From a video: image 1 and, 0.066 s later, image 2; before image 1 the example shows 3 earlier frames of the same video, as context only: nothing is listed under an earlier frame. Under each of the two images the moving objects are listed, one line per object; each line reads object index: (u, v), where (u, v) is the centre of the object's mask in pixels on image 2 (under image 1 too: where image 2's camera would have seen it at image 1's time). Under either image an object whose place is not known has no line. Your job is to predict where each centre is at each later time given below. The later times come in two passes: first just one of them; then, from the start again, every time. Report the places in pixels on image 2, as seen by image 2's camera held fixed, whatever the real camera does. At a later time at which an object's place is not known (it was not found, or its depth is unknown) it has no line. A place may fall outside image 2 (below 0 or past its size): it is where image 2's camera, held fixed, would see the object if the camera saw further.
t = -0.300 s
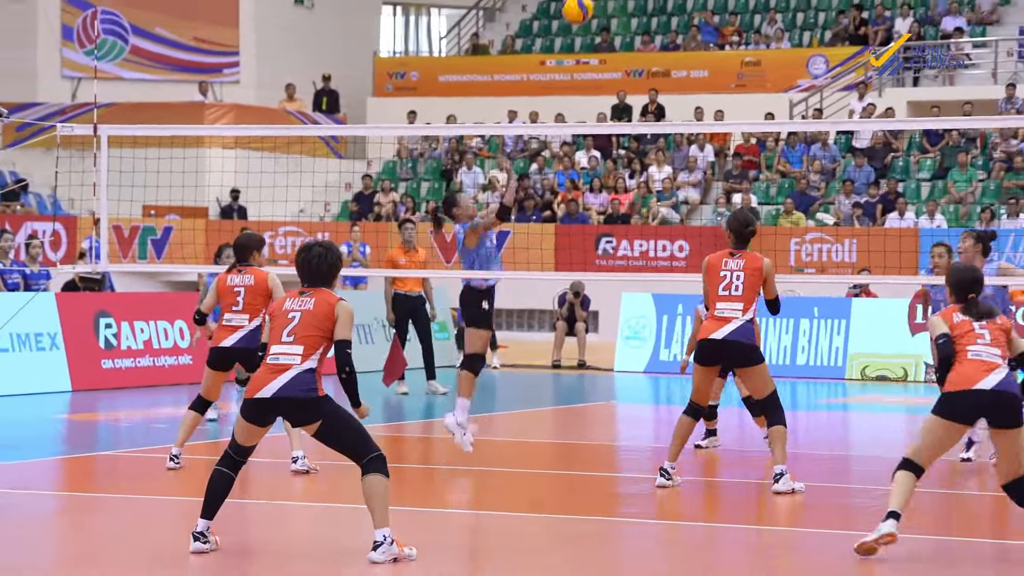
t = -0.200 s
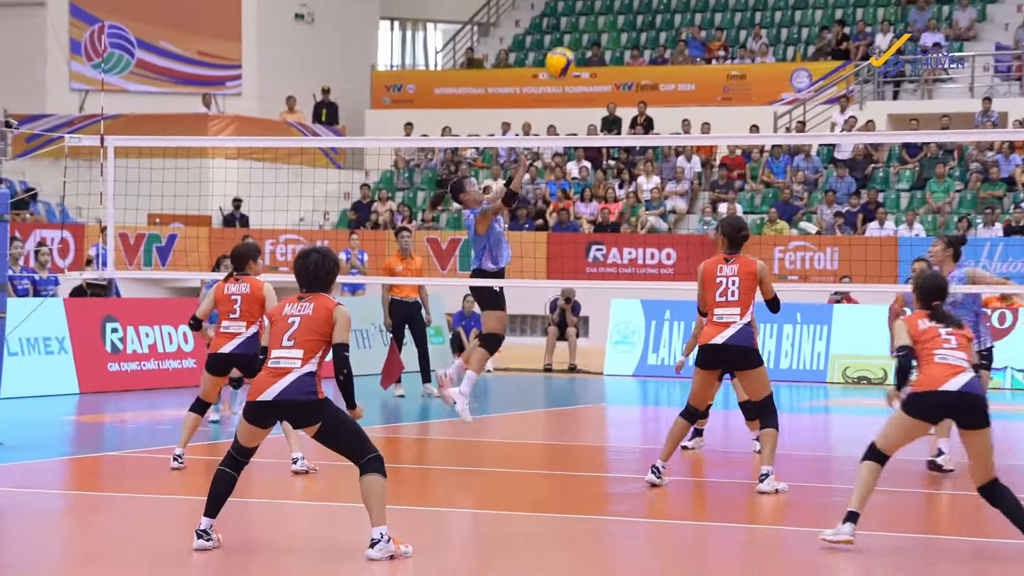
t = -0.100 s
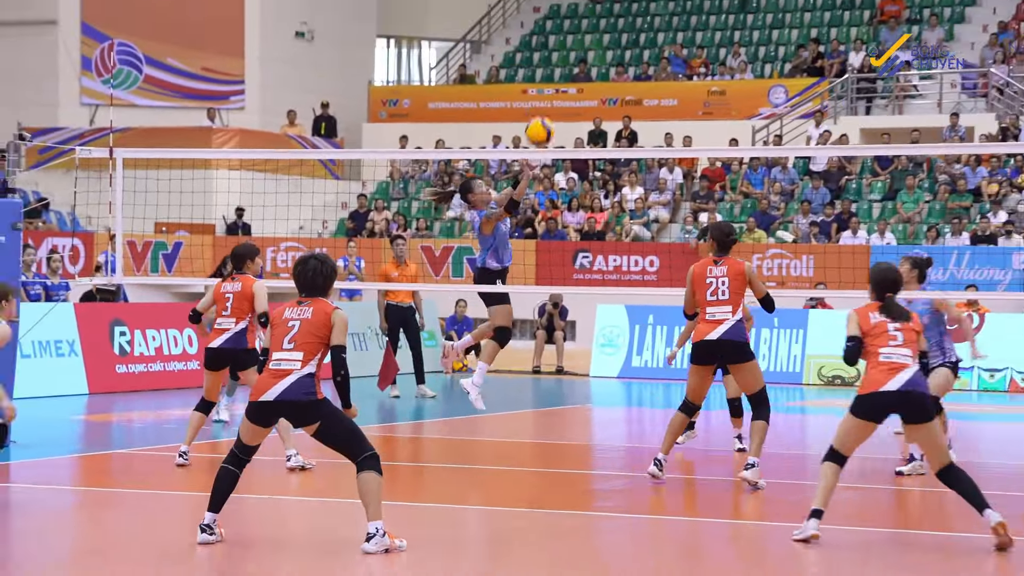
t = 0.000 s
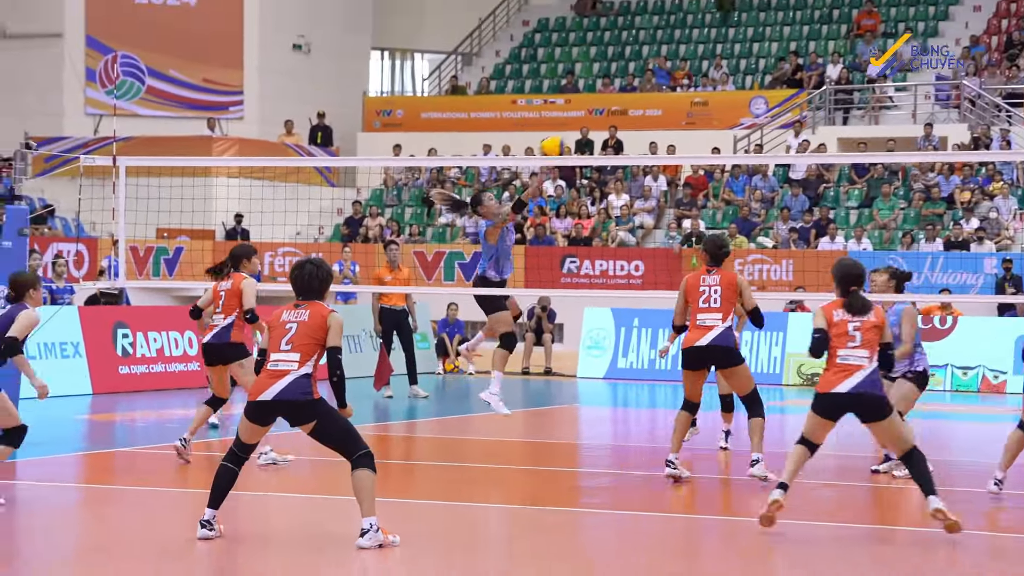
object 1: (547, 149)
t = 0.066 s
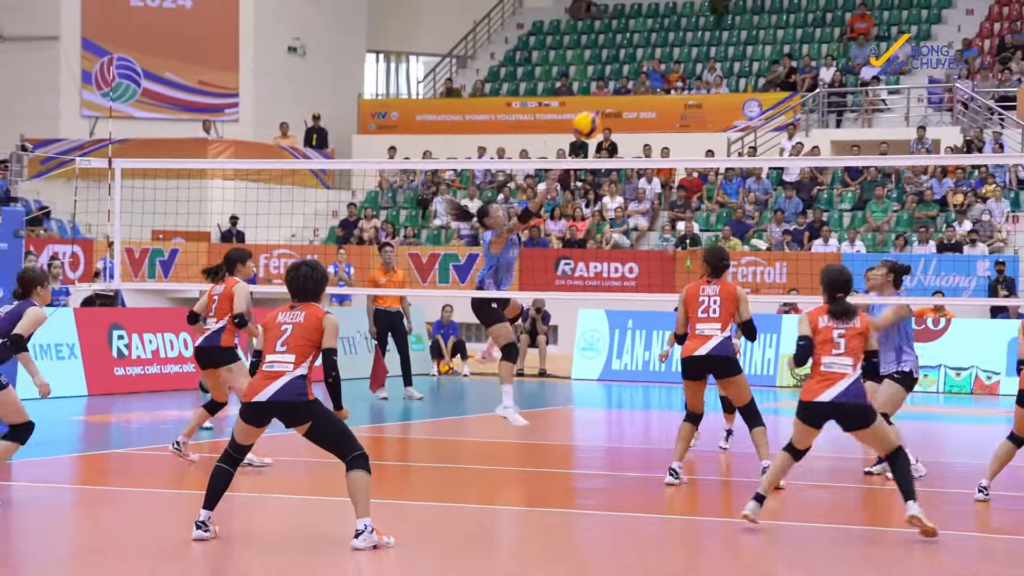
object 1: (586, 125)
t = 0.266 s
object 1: (710, 75)
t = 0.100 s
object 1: (612, 109)
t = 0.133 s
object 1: (624, 103)
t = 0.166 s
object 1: (649, 92)
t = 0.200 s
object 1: (674, 83)
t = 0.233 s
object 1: (685, 81)
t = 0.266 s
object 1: (710, 75)
